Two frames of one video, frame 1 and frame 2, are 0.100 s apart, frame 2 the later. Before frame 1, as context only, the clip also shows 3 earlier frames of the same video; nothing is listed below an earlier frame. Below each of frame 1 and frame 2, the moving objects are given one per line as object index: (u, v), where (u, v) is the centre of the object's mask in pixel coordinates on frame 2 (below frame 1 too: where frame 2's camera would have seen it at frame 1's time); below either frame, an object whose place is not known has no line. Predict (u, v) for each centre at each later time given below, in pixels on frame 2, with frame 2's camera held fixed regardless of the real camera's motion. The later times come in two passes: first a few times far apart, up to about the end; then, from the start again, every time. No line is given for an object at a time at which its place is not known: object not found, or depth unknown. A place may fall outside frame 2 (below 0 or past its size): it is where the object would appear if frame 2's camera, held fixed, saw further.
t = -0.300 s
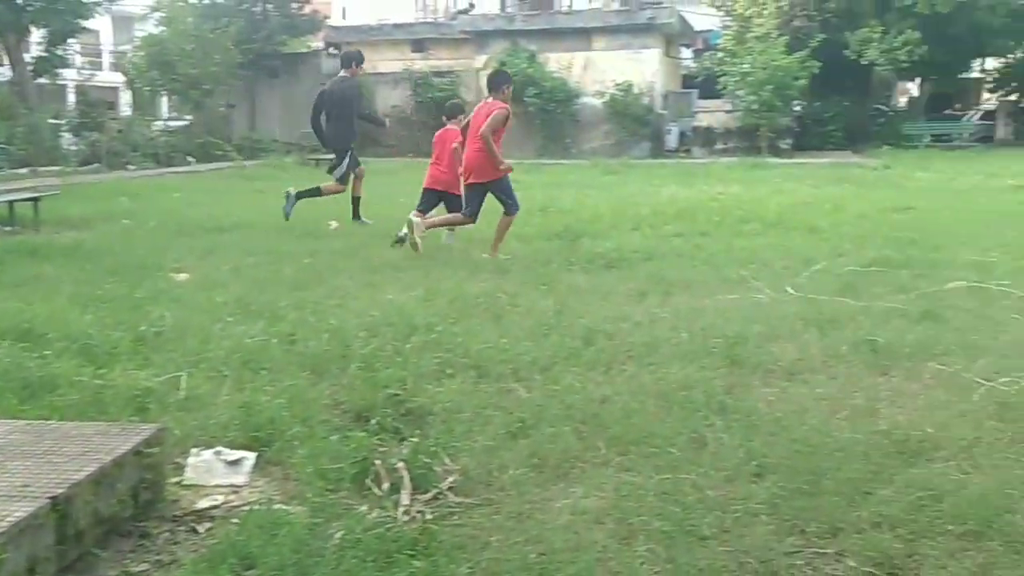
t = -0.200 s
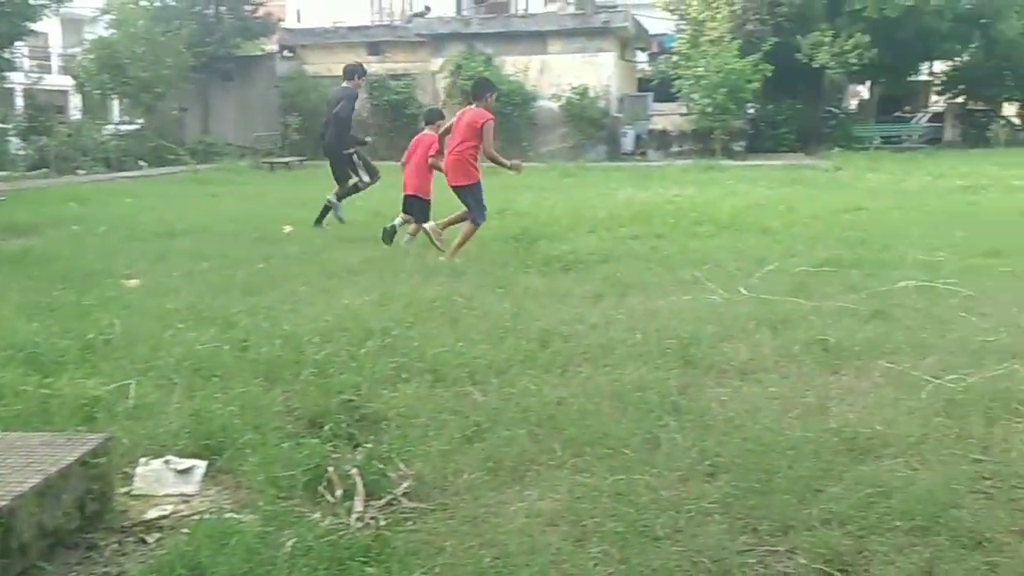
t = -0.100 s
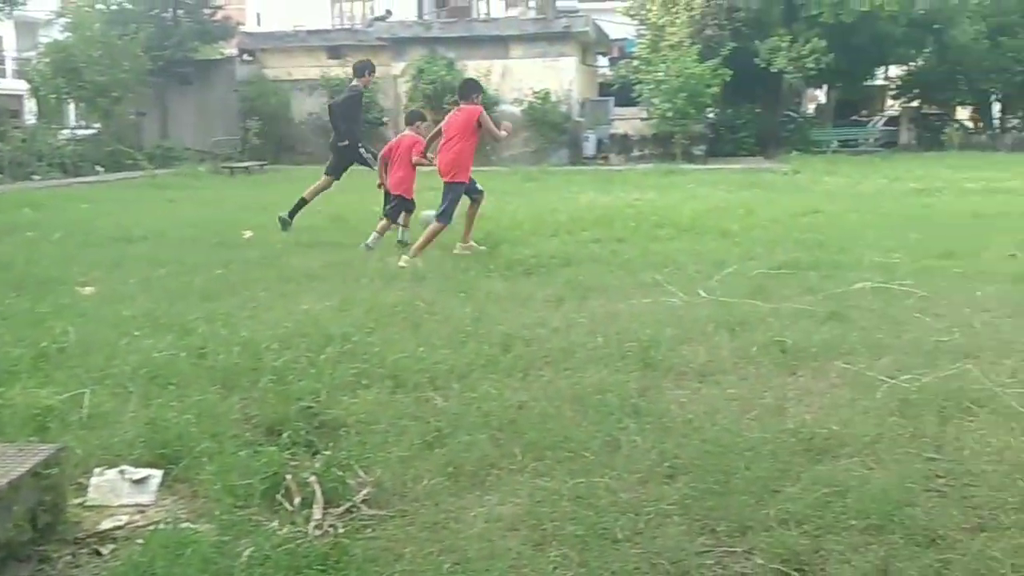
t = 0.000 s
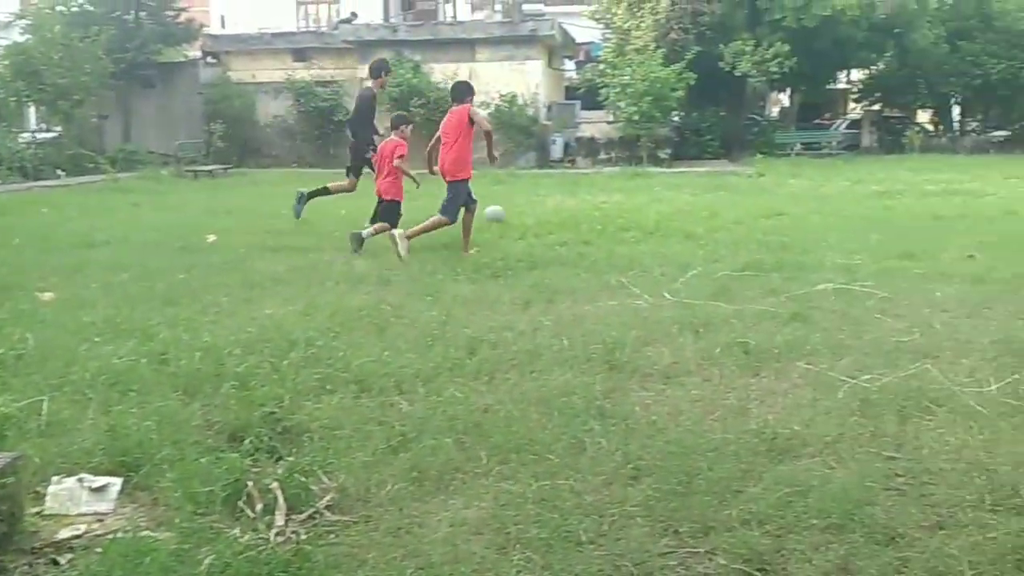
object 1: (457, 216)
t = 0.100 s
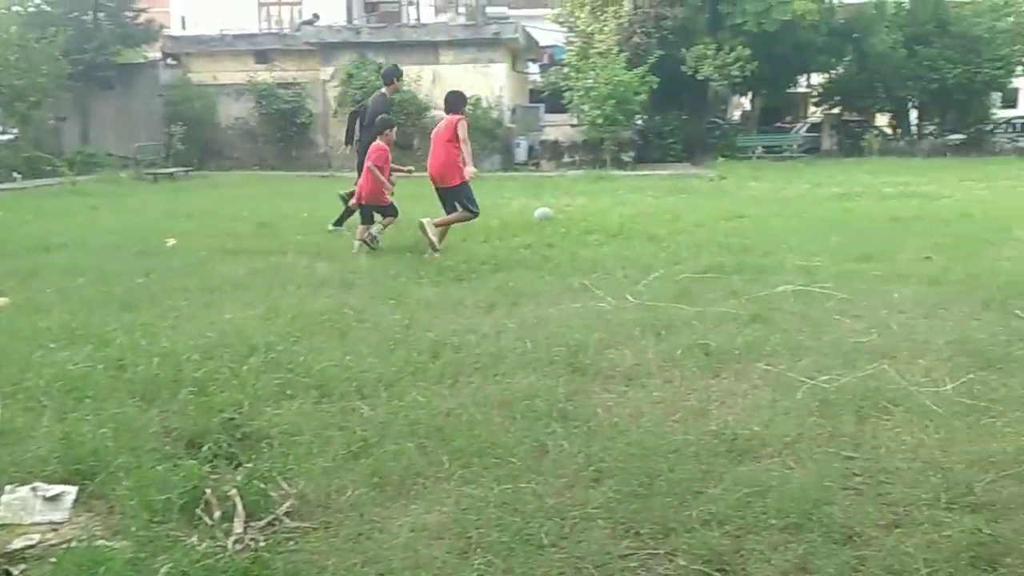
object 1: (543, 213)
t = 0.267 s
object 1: (643, 209)
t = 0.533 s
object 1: (755, 203)
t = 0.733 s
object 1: (818, 195)
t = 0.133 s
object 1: (569, 214)
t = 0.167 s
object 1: (590, 212)
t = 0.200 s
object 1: (609, 211)
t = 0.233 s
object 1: (626, 210)
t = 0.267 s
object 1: (643, 209)
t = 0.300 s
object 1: (660, 208)
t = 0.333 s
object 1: (676, 207)
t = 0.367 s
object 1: (692, 207)
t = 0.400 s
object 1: (706, 208)
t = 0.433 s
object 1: (718, 206)
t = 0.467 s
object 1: (731, 204)
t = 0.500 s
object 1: (743, 203)
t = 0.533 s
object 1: (755, 203)
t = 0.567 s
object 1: (767, 202)
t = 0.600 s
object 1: (778, 202)
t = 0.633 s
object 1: (789, 201)
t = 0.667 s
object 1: (799, 199)
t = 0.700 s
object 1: (809, 197)
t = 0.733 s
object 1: (818, 195)
